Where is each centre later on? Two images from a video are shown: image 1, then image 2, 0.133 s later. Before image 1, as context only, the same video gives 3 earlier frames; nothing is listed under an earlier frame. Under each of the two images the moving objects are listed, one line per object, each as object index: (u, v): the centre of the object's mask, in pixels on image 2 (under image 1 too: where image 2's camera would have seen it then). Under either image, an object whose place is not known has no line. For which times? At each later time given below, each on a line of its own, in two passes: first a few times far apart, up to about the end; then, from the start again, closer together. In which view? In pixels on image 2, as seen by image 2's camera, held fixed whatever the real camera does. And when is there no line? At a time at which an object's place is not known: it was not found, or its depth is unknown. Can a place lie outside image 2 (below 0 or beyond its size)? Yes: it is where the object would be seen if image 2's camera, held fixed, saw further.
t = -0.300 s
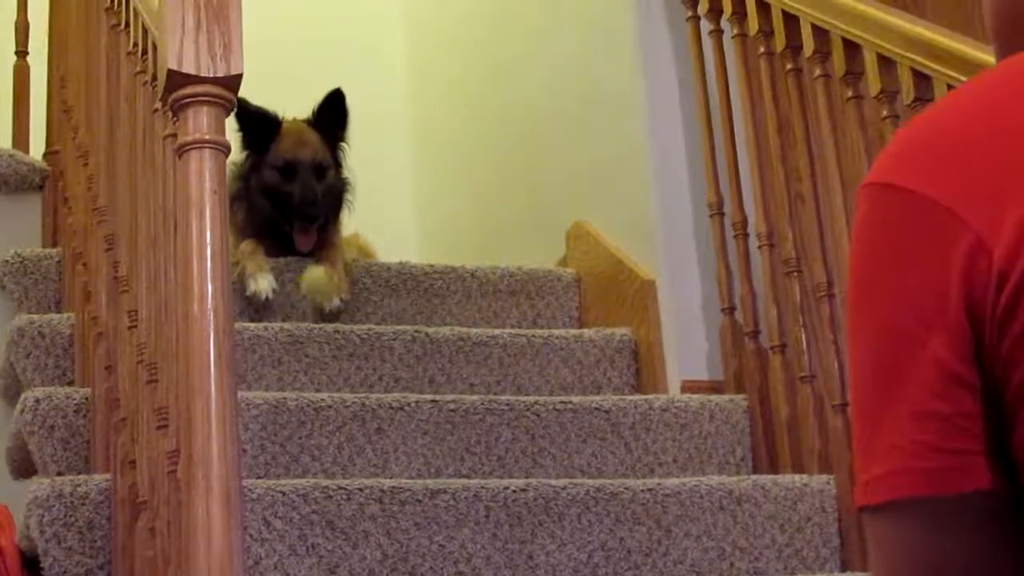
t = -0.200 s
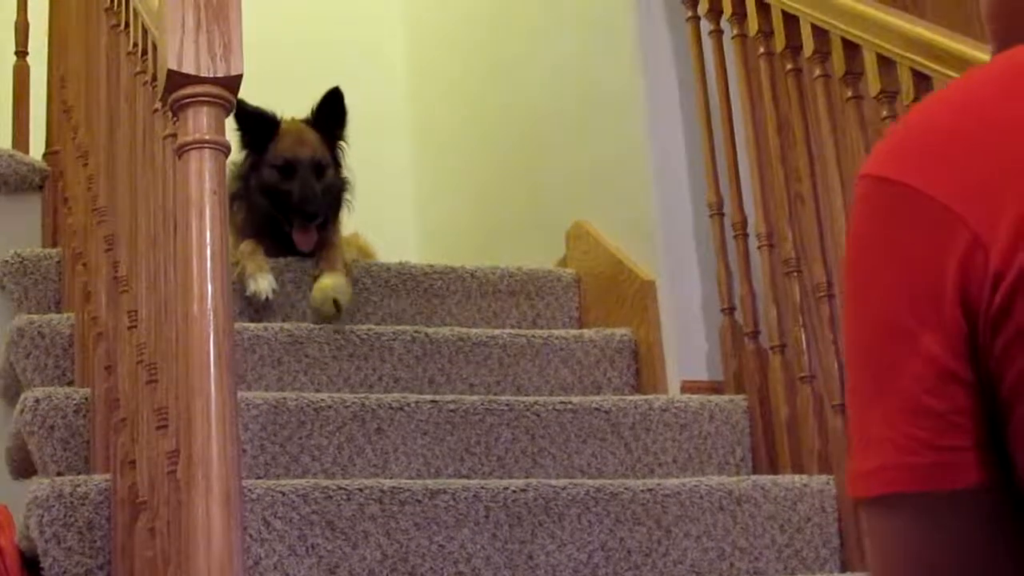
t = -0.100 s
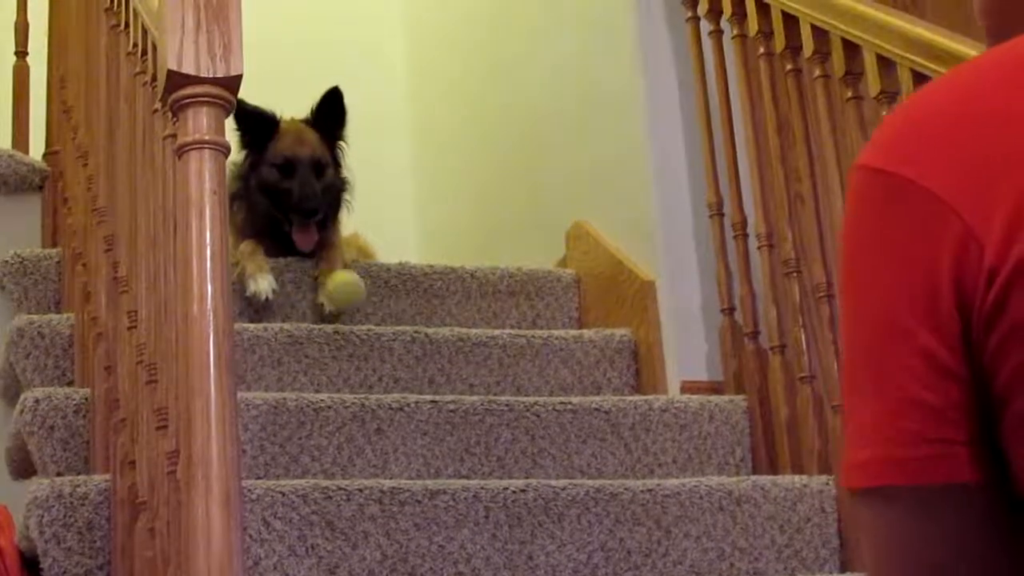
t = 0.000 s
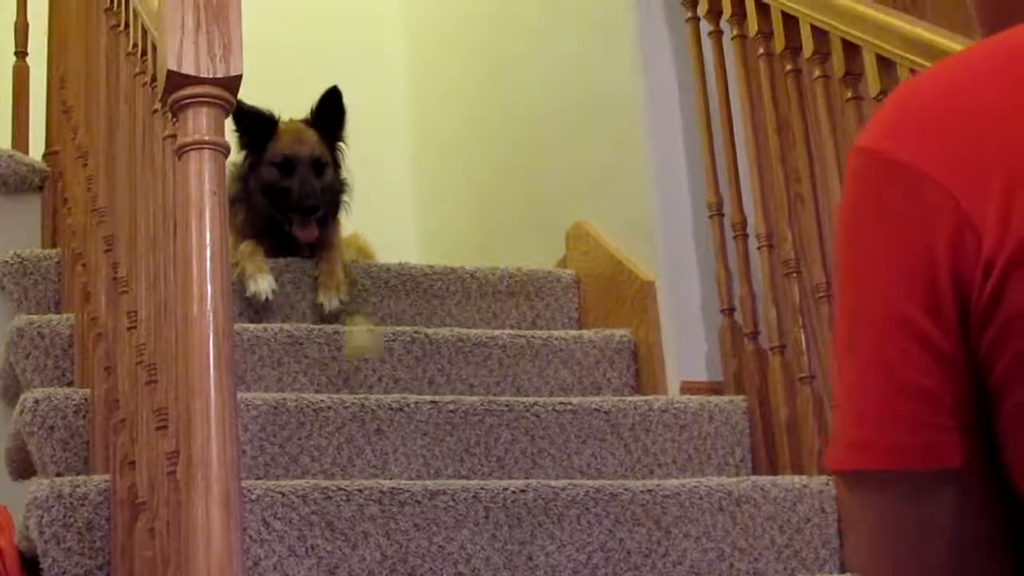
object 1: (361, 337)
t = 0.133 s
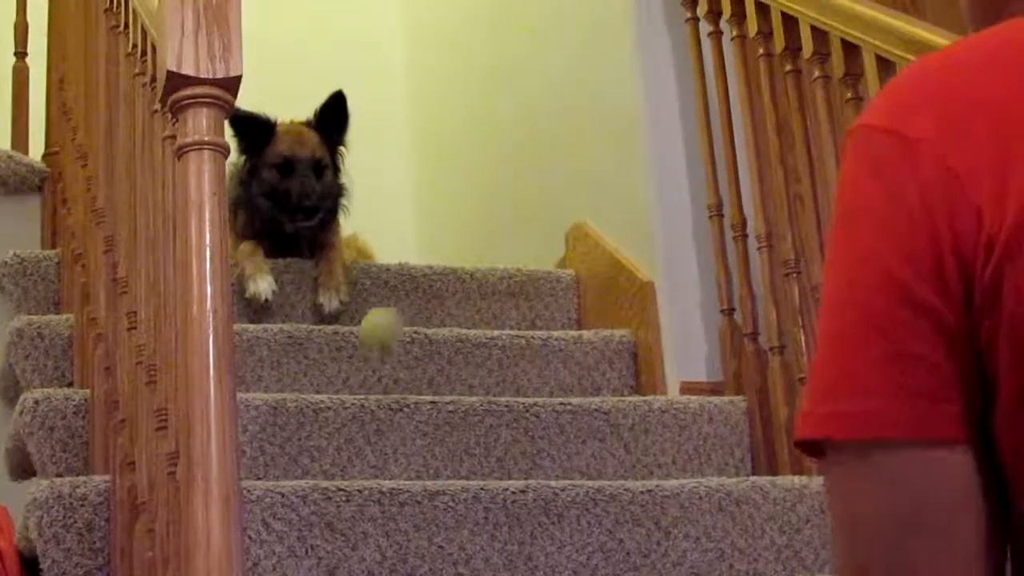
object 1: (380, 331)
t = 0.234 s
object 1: (394, 318)
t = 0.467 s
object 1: (438, 432)
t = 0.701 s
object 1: (482, 411)
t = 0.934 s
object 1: (535, 480)
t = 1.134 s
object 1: (590, 543)
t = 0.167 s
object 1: (386, 322)
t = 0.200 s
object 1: (389, 317)
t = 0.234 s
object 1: (394, 318)
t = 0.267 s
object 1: (401, 325)
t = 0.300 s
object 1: (407, 336)
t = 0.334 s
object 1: (413, 359)
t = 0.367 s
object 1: (420, 395)
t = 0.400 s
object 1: (430, 436)
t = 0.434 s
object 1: (437, 455)
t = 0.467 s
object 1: (438, 432)
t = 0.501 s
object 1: (444, 408)
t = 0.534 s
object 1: (449, 387)
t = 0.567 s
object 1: (454, 380)
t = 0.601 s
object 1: (459, 379)
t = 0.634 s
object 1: (466, 382)
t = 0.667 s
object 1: (473, 389)
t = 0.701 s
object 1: (482, 411)
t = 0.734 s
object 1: (489, 435)
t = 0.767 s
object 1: (501, 478)
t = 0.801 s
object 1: (512, 529)
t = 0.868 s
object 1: (525, 528)
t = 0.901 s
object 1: (530, 502)
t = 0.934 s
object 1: (535, 480)
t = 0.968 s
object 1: (541, 470)
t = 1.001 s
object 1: (548, 467)
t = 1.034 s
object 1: (557, 471)
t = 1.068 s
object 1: (565, 481)
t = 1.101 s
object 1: (577, 512)
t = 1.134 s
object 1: (590, 543)
